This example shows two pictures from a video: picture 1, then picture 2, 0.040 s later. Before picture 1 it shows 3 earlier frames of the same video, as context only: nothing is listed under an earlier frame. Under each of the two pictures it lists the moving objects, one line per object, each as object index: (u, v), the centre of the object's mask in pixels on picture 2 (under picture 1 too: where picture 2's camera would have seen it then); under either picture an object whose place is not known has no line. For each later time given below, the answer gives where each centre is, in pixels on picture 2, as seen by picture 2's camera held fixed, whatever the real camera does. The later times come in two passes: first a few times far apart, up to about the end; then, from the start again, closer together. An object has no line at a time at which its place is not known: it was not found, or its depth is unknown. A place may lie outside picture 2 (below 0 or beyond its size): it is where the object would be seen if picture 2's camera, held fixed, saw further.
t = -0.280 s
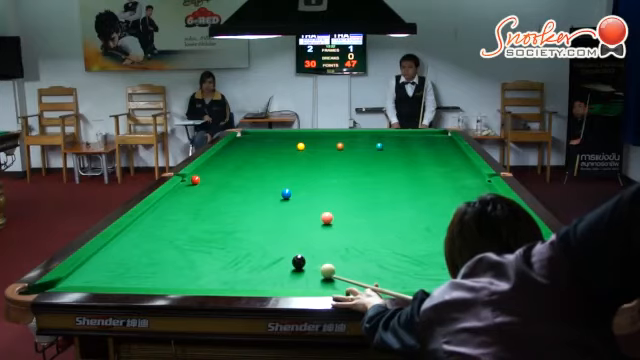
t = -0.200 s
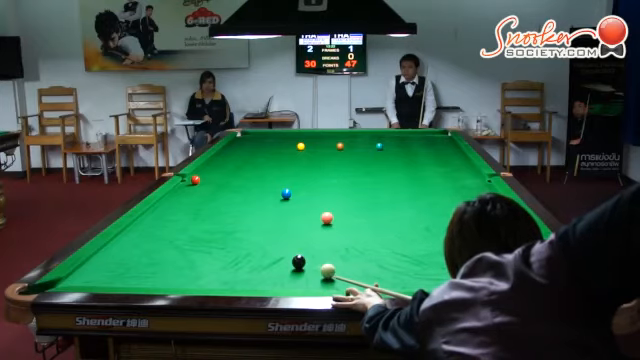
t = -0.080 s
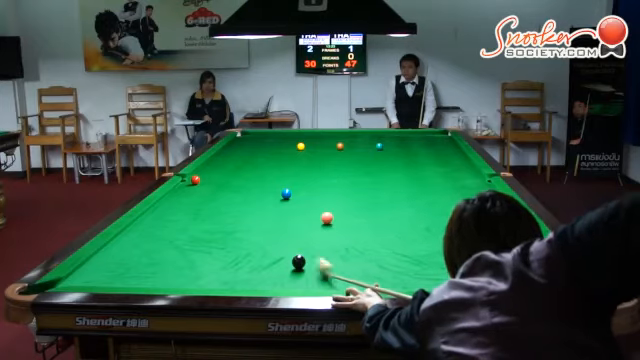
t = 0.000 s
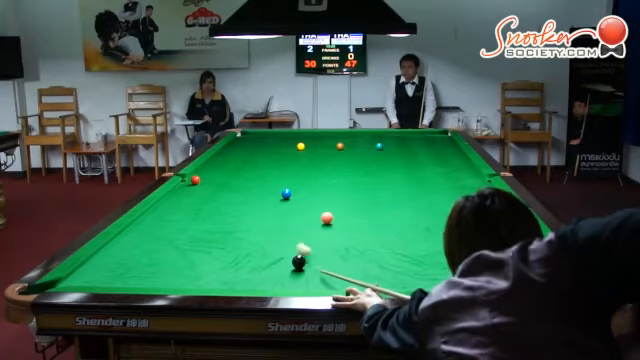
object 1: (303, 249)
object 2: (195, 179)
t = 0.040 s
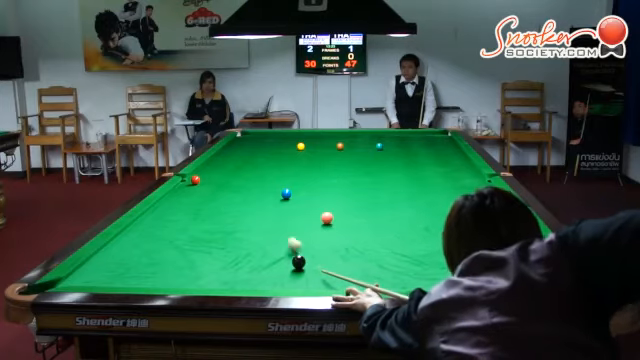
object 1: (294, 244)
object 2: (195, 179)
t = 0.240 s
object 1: (260, 219)
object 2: (195, 179)
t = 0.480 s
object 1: (233, 203)
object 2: (195, 180)
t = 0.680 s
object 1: (217, 192)
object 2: (195, 180)
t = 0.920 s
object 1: (201, 181)
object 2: (193, 179)
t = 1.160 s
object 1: (202, 178)
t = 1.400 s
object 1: (204, 175)
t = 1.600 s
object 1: (206, 173)
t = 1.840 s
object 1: (208, 170)
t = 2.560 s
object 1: (213, 164)
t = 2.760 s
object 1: (214, 163)
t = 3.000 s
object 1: (215, 162)
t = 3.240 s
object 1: (216, 161)
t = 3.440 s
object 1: (218, 160)
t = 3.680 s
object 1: (219, 159)
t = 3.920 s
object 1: (219, 158)
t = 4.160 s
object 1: (220, 158)
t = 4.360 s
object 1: (220, 158)
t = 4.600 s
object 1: (221, 157)
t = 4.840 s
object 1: (221, 157)
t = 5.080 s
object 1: (221, 157)
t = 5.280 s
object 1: (221, 157)
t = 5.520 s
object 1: (221, 157)
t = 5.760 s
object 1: (221, 157)
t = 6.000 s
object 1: (221, 157)
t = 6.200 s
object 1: (221, 157)
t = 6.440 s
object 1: (221, 157)
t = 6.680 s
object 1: (221, 157)
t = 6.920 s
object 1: (221, 157)
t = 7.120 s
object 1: (221, 157)
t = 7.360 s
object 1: (221, 157)
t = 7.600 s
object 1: (221, 157)
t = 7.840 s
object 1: (221, 157)
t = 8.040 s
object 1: (221, 157)
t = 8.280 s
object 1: (221, 157)
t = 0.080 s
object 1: (286, 238)
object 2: (195, 179)
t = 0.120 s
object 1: (278, 232)
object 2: (195, 179)
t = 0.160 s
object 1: (271, 227)
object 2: (195, 179)
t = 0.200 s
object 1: (265, 223)
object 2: (195, 179)
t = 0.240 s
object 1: (260, 219)
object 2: (195, 179)
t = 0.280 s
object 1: (254, 216)
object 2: (195, 179)
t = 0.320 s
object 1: (249, 213)
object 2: (195, 179)
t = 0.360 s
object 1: (245, 210)
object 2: (195, 179)
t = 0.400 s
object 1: (241, 208)
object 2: (195, 180)
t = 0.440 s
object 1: (237, 205)
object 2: (195, 179)
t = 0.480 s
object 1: (233, 203)
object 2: (195, 180)
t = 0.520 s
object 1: (230, 201)
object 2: (195, 180)
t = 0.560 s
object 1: (227, 198)
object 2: (195, 179)
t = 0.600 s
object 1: (223, 197)
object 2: (195, 180)
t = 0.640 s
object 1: (220, 194)
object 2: (195, 180)
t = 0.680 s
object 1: (217, 192)
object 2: (195, 180)
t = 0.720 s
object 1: (214, 190)
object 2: (195, 179)
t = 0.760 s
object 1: (211, 189)
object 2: (195, 180)
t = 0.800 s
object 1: (208, 187)
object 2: (195, 180)
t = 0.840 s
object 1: (206, 185)
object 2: (195, 179)
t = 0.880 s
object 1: (203, 183)
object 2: (195, 179)
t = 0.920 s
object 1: (201, 181)
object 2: (193, 179)
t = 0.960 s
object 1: (200, 181)
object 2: (192, 178)
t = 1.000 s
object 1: (201, 181)
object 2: (189, 177)
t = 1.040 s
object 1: (202, 180)
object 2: (186, 177)
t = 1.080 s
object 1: (202, 180)
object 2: (185, 176)
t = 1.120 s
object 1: (202, 179)
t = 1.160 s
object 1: (202, 178)
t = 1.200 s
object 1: (203, 178)
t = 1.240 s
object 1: (203, 178)
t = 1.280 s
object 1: (203, 177)
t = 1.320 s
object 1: (204, 176)
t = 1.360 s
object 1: (204, 176)
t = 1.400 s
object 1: (204, 175)
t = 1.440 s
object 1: (205, 175)
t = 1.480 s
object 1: (205, 174)
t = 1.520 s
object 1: (205, 174)
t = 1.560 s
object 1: (205, 173)
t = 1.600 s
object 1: (206, 173)
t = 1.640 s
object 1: (206, 173)
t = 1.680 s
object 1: (206, 172)
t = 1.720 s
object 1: (207, 172)
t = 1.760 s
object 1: (207, 171)
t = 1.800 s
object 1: (207, 171)
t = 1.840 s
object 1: (208, 170)
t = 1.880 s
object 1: (208, 170)
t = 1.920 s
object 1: (208, 169)
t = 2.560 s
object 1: (213, 164)
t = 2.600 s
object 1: (213, 164)
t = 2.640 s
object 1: (213, 164)
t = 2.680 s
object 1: (213, 164)
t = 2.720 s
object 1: (214, 163)
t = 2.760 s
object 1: (214, 163)
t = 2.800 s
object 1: (214, 163)
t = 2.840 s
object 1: (214, 163)
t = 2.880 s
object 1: (215, 163)
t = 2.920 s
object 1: (215, 162)
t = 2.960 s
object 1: (215, 162)
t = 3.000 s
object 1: (215, 162)
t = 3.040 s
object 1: (215, 162)
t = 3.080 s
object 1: (215, 162)
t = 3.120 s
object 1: (216, 161)
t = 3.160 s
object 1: (216, 161)
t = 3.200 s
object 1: (216, 161)
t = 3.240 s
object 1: (216, 161)
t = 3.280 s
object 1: (217, 161)
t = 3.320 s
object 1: (217, 160)
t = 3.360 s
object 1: (217, 160)
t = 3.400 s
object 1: (217, 160)
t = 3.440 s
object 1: (218, 160)
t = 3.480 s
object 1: (218, 160)
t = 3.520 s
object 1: (218, 160)
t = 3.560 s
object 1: (218, 159)
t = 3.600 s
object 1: (218, 159)
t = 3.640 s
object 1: (218, 159)
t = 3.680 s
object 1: (219, 159)
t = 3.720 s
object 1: (219, 159)
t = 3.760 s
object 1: (219, 159)
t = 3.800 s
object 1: (219, 159)
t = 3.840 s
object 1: (219, 158)
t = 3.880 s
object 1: (219, 158)
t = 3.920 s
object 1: (219, 158)
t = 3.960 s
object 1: (220, 158)
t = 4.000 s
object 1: (220, 158)
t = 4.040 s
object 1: (220, 158)
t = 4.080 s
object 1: (220, 158)
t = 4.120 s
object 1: (220, 158)
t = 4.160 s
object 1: (220, 158)
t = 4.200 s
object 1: (220, 158)
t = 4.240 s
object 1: (220, 158)
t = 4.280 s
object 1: (220, 158)
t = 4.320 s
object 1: (220, 158)
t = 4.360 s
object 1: (220, 158)
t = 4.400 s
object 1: (220, 158)
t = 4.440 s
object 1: (220, 158)
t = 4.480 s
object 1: (220, 157)
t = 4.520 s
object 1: (220, 157)
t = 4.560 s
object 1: (221, 157)
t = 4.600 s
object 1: (221, 157)
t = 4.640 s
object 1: (221, 157)
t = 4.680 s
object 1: (221, 157)
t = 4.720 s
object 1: (221, 157)
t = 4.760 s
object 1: (221, 157)
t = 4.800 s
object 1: (221, 157)
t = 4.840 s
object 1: (221, 157)
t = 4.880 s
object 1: (221, 157)
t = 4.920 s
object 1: (221, 157)
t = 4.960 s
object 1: (221, 157)
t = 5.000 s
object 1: (221, 157)
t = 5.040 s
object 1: (221, 157)
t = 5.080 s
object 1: (221, 157)
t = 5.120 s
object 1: (221, 157)
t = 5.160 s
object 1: (221, 157)
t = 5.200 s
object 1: (221, 157)
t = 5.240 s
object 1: (221, 157)
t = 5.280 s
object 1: (221, 157)
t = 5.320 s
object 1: (221, 157)
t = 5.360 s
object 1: (221, 157)
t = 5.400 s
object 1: (221, 157)
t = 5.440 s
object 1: (221, 157)
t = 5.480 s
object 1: (221, 157)
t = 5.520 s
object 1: (221, 157)
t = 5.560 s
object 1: (221, 157)
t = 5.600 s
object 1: (221, 157)
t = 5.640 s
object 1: (221, 157)
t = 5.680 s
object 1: (221, 157)
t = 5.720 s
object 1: (221, 157)
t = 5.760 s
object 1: (221, 157)
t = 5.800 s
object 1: (221, 157)
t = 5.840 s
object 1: (221, 157)
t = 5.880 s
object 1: (221, 157)
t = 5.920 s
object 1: (221, 157)
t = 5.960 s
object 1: (221, 157)
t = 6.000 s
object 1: (221, 157)
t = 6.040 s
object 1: (221, 157)
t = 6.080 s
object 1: (221, 157)
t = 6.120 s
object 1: (221, 157)
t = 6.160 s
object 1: (221, 157)
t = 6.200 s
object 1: (221, 157)
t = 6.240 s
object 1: (221, 157)
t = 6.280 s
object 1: (221, 157)
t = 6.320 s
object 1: (221, 157)
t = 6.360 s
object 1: (221, 157)
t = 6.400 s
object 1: (221, 157)
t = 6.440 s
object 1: (221, 157)
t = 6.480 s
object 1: (221, 157)
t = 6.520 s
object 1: (221, 157)
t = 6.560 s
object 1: (221, 157)
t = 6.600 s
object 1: (221, 157)
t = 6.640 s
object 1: (221, 157)
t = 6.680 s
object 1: (221, 157)
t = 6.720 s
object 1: (221, 157)
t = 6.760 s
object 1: (221, 157)
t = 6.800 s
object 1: (221, 157)
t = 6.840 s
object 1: (221, 157)
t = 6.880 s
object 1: (221, 157)
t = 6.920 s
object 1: (221, 157)
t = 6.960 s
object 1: (221, 157)
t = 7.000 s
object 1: (221, 157)
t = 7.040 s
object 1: (221, 157)
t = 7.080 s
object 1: (221, 157)
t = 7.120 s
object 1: (221, 157)
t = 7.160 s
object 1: (221, 157)
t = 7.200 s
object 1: (221, 157)
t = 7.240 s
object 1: (221, 157)
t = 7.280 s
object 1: (221, 157)
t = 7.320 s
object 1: (221, 157)
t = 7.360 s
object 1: (221, 157)
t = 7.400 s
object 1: (221, 157)
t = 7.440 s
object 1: (221, 157)
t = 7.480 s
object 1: (221, 157)
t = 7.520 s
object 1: (221, 157)
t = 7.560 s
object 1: (221, 157)
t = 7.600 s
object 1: (221, 157)
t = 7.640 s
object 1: (221, 157)
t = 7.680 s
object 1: (221, 157)
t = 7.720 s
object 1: (221, 157)
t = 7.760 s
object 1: (221, 157)
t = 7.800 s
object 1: (221, 157)
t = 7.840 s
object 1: (221, 157)
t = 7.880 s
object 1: (221, 157)
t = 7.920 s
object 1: (221, 157)
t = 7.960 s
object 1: (221, 157)
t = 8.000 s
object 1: (221, 157)
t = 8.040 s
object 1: (221, 157)
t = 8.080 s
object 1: (221, 157)
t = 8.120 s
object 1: (221, 157)
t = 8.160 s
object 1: (221, 157)
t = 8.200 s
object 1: (221, 157)
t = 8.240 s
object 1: (221, 157)
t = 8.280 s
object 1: (221, 157)
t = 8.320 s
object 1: (221, 157)
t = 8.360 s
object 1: (221, 157)
